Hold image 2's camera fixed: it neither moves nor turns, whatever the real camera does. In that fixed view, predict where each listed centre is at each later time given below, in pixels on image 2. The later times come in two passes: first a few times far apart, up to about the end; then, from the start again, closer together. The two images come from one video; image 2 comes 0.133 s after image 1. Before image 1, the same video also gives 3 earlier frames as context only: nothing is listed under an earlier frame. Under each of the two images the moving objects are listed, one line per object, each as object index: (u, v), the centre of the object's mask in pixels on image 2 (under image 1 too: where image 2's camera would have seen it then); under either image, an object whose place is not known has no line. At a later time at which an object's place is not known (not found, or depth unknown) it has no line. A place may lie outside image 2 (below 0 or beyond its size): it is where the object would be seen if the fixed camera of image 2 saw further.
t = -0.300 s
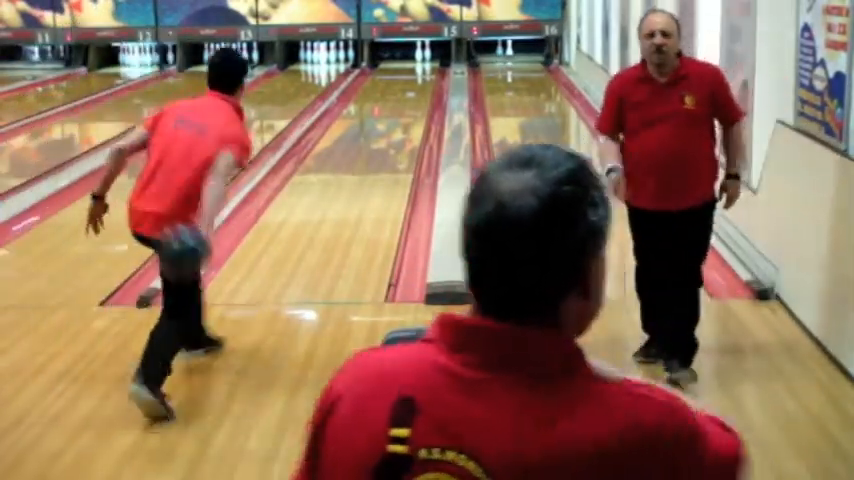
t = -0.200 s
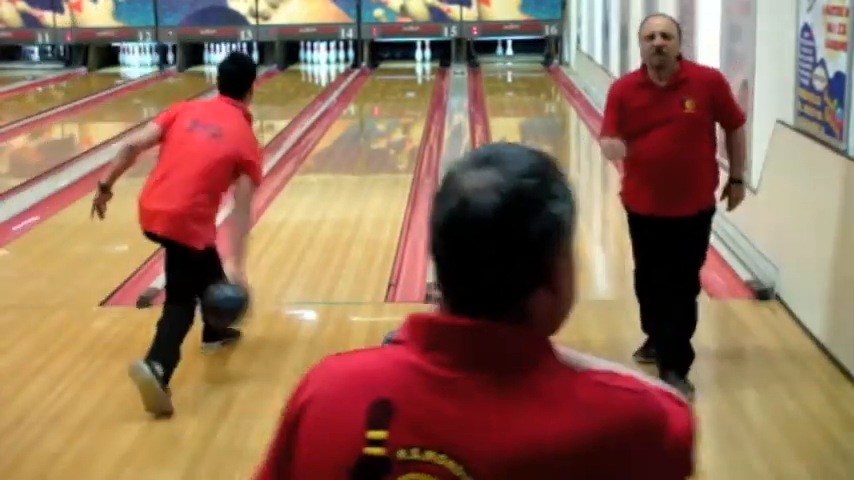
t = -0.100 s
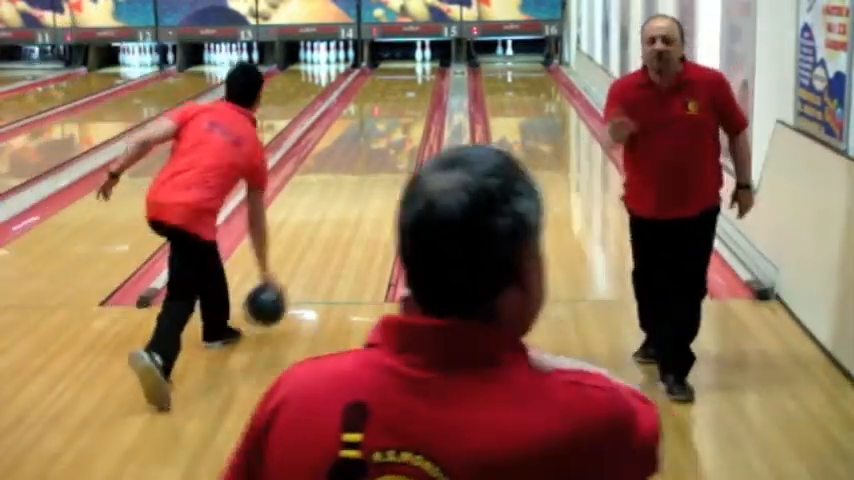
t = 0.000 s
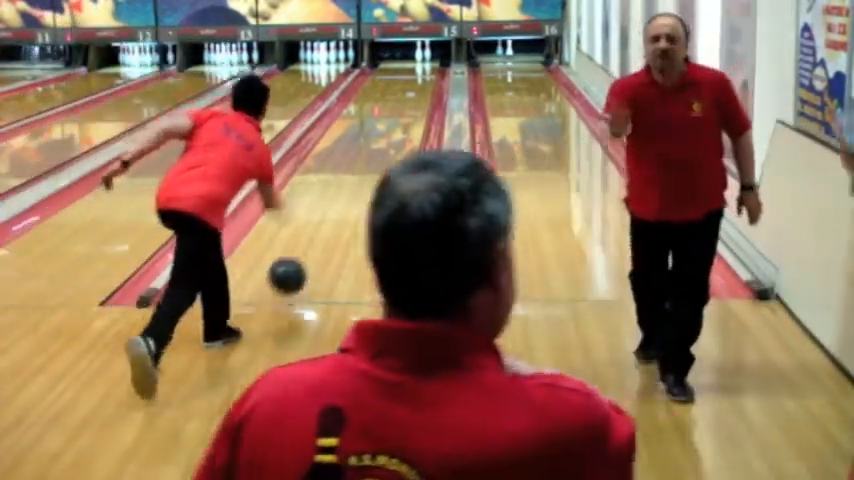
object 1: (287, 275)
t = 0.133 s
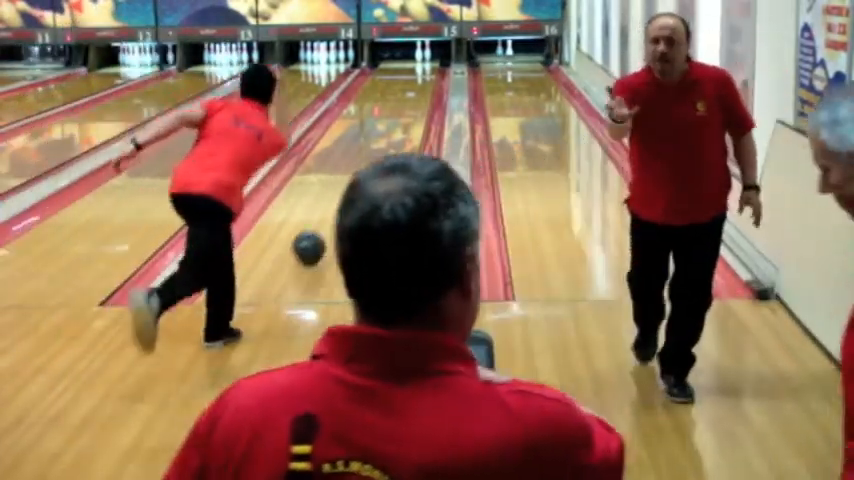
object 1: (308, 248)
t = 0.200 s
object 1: (314, 232)
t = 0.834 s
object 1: (368, 141)
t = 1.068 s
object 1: (378, 121)
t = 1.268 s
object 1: (385, 107)
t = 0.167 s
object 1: (312, 240)
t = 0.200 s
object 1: (314, 232)
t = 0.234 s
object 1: (315, 223)
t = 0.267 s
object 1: (316, 213)
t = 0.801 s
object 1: (366, 144)
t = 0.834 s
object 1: (368, 141)
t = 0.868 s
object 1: (369, 137)
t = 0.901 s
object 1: (371, 134)
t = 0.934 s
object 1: (372, 131)
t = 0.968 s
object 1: (374, 129)
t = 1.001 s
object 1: (376, 126)
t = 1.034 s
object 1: (377, 123)
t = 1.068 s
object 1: (378, 121)
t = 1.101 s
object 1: (380, 118)
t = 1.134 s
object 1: (381, 115)
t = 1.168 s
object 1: (382, 113)
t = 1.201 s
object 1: (383, 111)
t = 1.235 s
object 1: (385, 109)
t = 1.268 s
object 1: (385, 107)
